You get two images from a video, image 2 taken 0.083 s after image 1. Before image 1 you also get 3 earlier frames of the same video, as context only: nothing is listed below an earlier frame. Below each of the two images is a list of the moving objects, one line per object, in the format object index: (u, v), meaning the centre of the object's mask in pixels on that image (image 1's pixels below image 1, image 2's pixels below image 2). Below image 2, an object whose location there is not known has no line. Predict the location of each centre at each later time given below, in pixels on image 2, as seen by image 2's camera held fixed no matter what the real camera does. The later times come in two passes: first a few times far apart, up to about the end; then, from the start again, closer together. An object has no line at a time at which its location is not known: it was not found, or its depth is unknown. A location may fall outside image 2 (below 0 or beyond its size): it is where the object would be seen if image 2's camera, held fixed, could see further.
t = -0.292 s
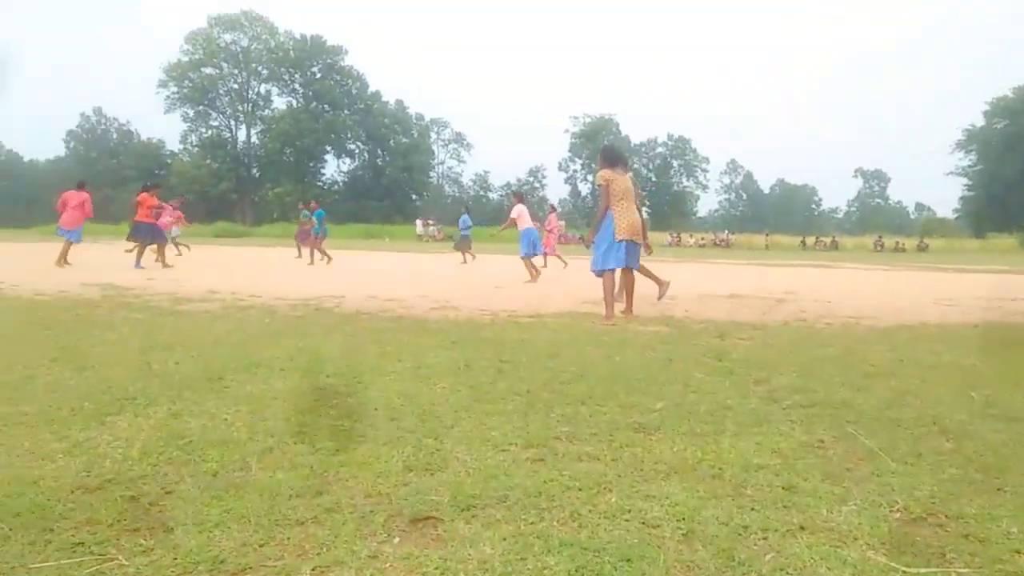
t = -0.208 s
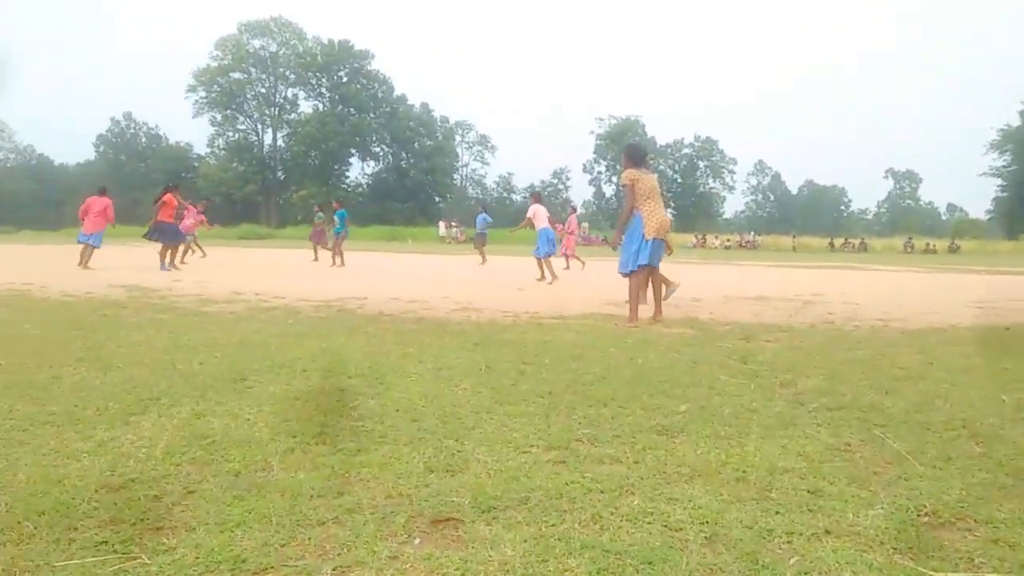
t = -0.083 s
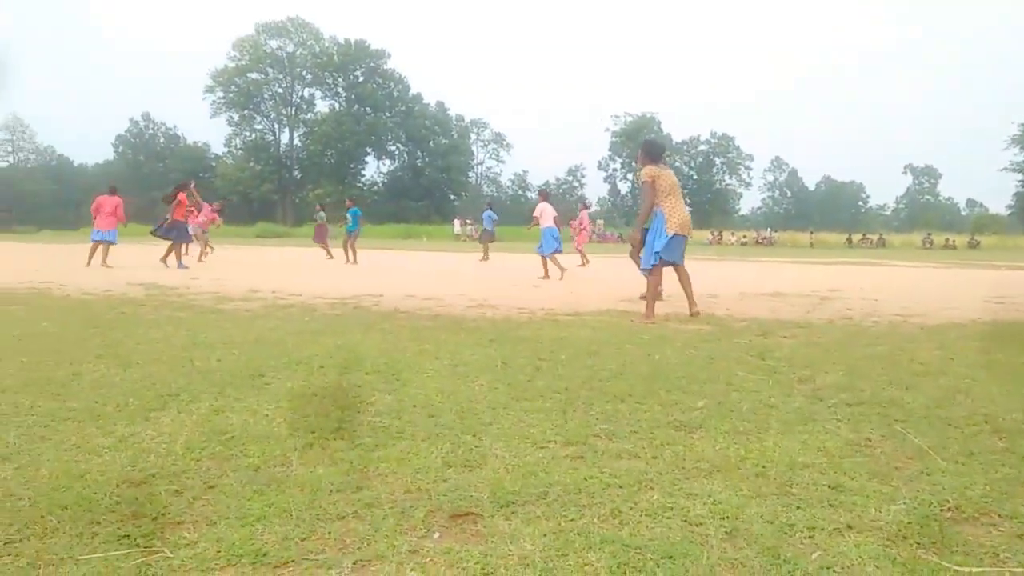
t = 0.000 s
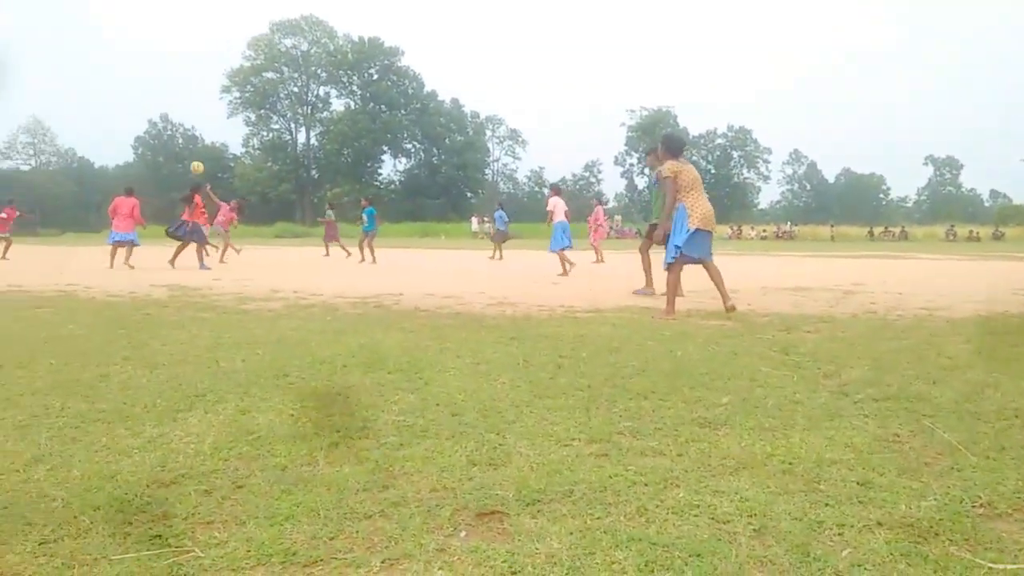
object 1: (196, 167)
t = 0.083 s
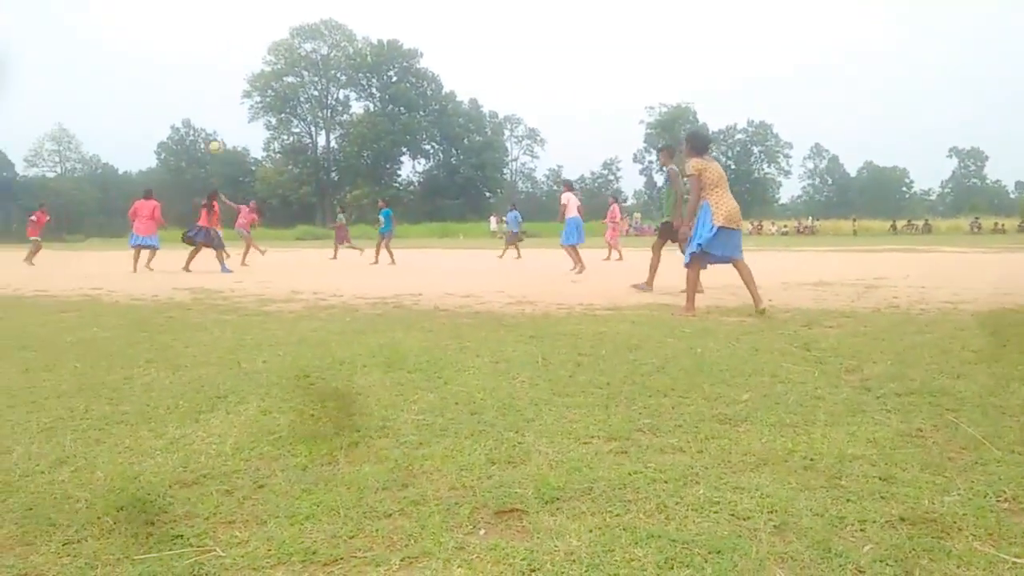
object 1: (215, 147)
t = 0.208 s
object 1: (209, 105)
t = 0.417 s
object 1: (197, 61)
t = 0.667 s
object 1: (185, 40)
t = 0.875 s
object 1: (168, 51)
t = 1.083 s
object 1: (144, 103)
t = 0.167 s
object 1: (214, 127)
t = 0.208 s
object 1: (209, 105)
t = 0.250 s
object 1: (207, 95)
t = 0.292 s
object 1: (204, 85)
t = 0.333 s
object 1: (203, 76)
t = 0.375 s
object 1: (201, 70)
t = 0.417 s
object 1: (197, 61)
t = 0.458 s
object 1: (196, 53)
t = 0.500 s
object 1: (194, 47)
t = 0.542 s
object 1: (192, 45)
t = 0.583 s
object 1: (189, 40)
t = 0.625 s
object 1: (187, 41)
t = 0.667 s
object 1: (185, 40)
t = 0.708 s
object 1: (180, 39)
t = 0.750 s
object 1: (177, 41)
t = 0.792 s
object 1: (174, 44)
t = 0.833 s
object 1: (170, 44)
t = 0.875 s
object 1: (168, 51)
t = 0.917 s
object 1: (164, 54)
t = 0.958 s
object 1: (160, 59)
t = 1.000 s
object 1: (157, 69)
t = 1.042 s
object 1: (146, 92)
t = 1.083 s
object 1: (144, 103)
